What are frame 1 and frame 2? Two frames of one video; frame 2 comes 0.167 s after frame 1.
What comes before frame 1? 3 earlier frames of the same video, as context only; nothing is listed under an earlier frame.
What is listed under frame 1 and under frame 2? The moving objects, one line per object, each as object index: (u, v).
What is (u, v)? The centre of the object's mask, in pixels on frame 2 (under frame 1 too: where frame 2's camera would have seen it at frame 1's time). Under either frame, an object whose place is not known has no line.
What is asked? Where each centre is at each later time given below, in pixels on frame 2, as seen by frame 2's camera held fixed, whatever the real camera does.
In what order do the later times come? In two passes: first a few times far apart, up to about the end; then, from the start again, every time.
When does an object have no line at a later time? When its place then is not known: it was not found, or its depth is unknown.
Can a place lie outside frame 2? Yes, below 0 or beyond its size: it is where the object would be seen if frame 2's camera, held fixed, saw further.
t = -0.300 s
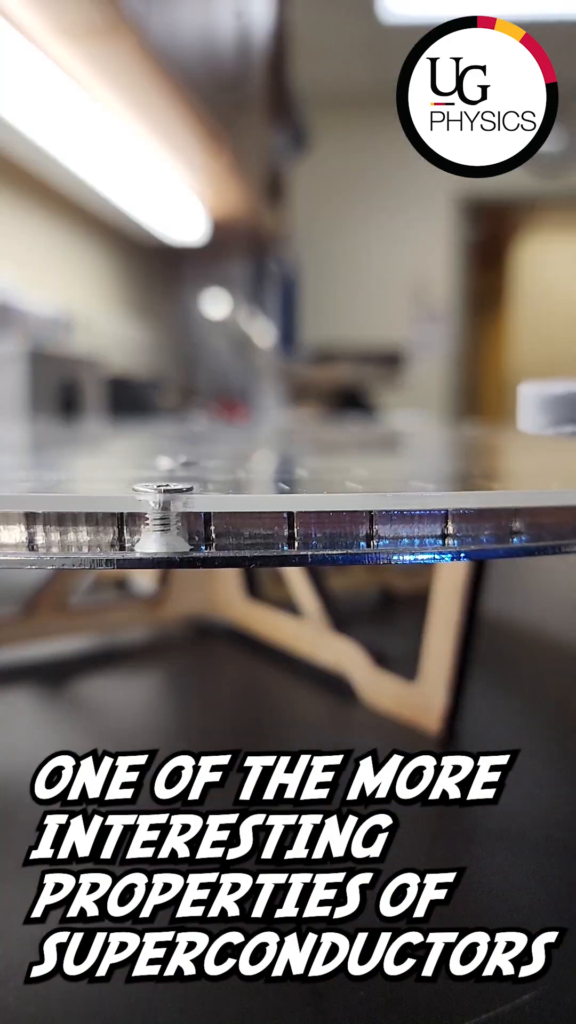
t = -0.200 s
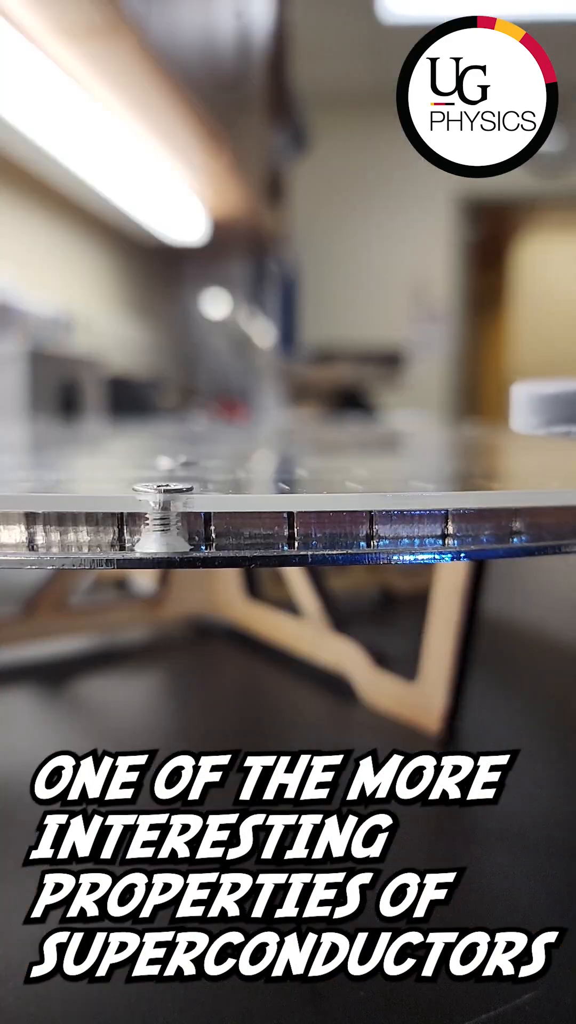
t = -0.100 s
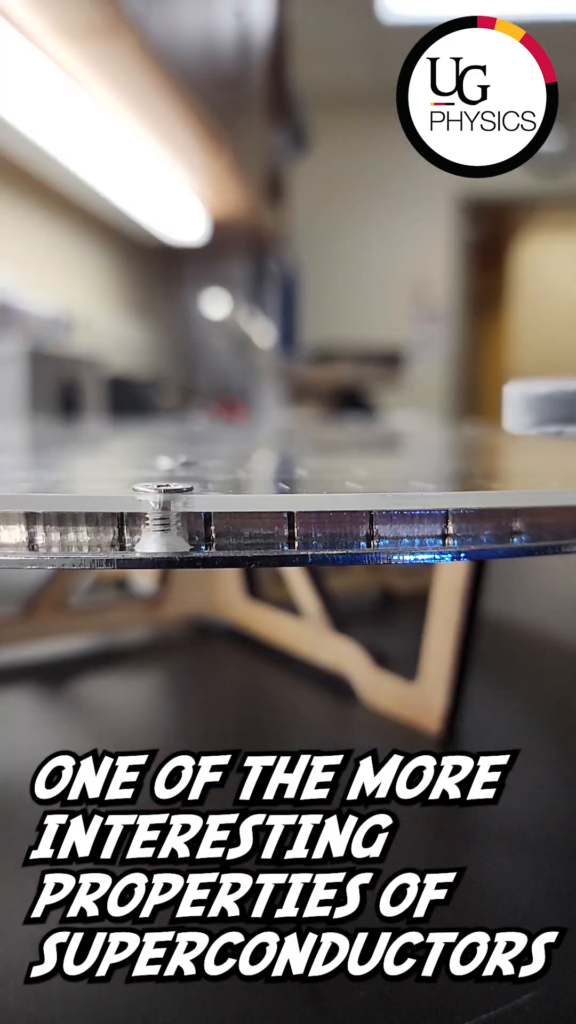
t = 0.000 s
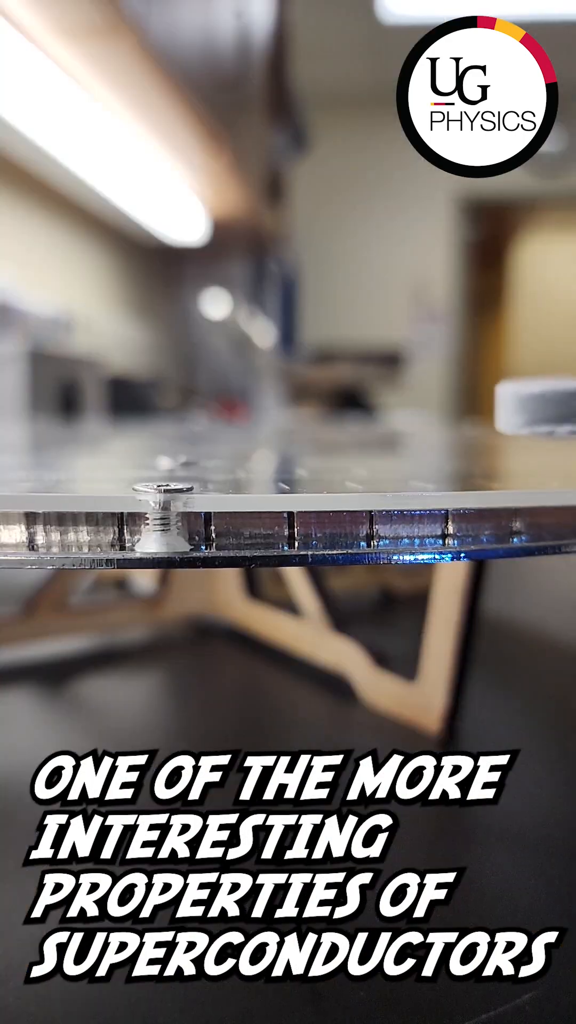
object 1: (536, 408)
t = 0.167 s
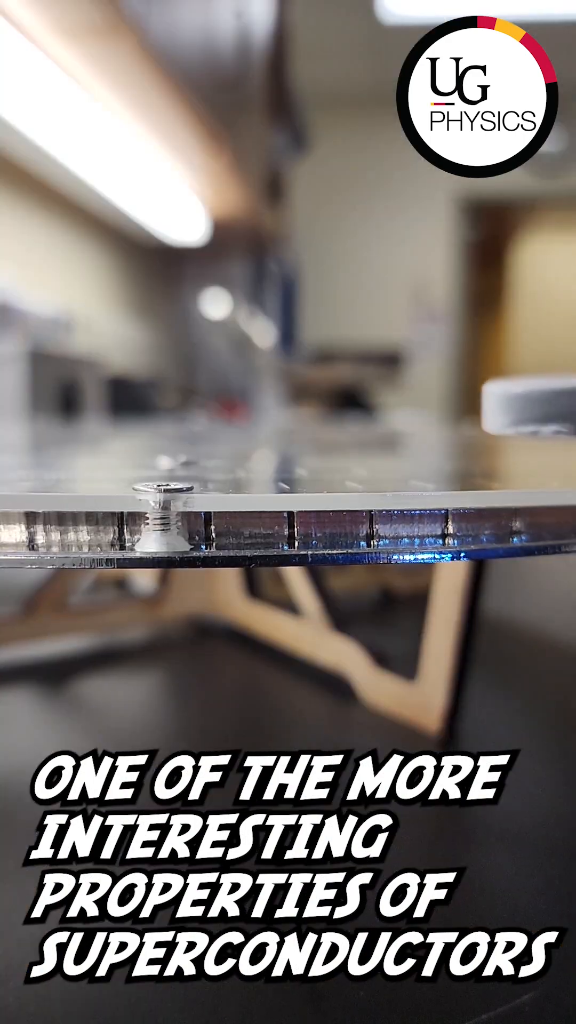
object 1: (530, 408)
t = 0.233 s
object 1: (527, 408)
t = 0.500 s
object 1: (516, 407)
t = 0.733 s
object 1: (506, 407)
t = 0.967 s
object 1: (495, 407)
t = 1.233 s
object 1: (481, 406)
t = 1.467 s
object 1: (467, 404)
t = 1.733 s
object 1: (442, 404)
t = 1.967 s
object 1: (414, 404)
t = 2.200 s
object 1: (385, 403)
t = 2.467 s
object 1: (352, 401)
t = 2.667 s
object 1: (324, 403)
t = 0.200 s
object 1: (528, 407)
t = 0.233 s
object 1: (527, 408)
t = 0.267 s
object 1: (526, 408)
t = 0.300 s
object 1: (525, 408)
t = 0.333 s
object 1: (523, 408)
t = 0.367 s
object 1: (522, 407)
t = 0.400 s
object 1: (520, 407)
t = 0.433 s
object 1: (519, 407)
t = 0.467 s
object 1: (517, 407)
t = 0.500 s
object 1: (516, 407)
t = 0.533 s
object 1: (515, 407)
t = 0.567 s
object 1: (513, 407)
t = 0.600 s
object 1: (512, 407)
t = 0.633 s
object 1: (510, 408)
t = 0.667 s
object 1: (509, 407)
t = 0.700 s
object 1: (508, 408)
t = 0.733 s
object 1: (506, 407)
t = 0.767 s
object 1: (504, 407)
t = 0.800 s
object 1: (503, 407)
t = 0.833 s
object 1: (501, 408)
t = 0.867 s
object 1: (500, 406)
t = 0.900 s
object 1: (498, 408)
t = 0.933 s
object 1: (496, 406)
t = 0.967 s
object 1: (495, 407)
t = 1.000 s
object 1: (494, 407)
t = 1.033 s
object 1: (492, 407)
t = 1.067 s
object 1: (490, 407)
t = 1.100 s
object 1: (488, 407)
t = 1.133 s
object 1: (487, 406)
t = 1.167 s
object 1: (485, 407)
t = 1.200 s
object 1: (483, 406)
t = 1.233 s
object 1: (481, 406)
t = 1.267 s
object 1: (479, 406)
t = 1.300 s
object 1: (477, 405)
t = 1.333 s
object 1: (475, 405)
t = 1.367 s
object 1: (473, 405)
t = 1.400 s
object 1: (471, 406)
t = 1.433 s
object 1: (469, 405)
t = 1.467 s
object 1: (467, 404)
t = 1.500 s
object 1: (465, 404)
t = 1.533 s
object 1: (462, 405)
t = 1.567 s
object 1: (460, 404)
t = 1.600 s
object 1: (457, 404)
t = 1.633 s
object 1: (454, 404)
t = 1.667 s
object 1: (450, 404)
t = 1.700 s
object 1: (446, 404)
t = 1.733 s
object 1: (442, 404)
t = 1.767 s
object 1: (439, 403)
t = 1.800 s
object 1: (435, 404)
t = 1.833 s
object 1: (431, 403)
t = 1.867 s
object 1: (426, 404)
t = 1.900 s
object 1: (422, 404)
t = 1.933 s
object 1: (418, 404)
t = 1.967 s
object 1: (414, 404)
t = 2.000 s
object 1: (410, 404)
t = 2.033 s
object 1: (406, 404)
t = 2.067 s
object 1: (401, 404)
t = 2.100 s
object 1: (397, 404)
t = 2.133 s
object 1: (393, 403)
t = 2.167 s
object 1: (389, 403)
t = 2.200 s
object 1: (385, 403)
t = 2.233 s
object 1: (381, 403)
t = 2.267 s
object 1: (376, 403)
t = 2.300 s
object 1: (372, 403)
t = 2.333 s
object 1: (368, 403)
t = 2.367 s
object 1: (364, 402)
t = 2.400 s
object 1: (360, 402)
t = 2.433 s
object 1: (357, 402)
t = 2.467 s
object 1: (352, 401)
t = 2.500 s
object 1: (346, 403)
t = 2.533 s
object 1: (342, 402)
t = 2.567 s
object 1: (338, 402)
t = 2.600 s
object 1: (334, 402)
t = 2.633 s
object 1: (330, 403)
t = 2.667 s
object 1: (324, 403)
